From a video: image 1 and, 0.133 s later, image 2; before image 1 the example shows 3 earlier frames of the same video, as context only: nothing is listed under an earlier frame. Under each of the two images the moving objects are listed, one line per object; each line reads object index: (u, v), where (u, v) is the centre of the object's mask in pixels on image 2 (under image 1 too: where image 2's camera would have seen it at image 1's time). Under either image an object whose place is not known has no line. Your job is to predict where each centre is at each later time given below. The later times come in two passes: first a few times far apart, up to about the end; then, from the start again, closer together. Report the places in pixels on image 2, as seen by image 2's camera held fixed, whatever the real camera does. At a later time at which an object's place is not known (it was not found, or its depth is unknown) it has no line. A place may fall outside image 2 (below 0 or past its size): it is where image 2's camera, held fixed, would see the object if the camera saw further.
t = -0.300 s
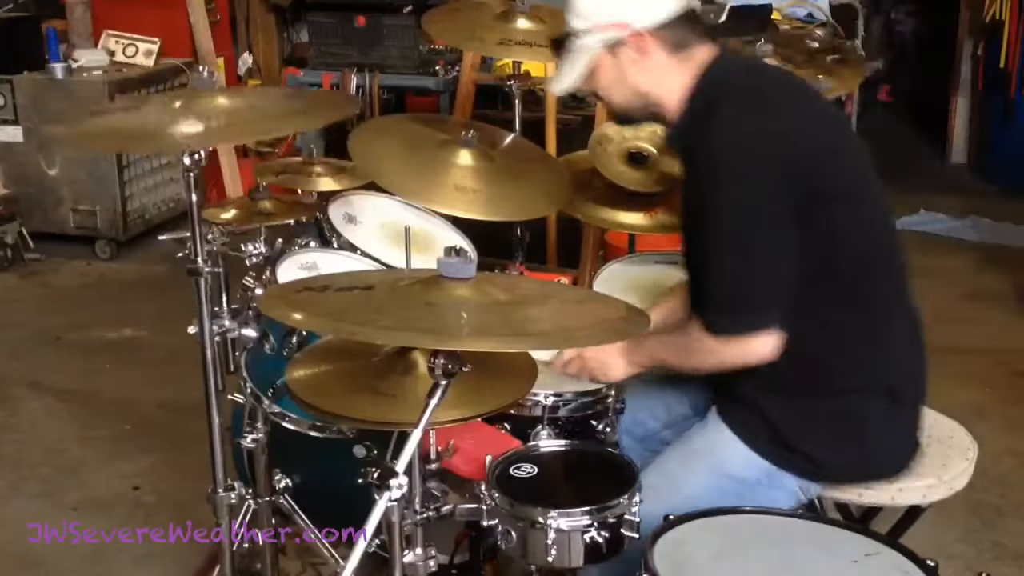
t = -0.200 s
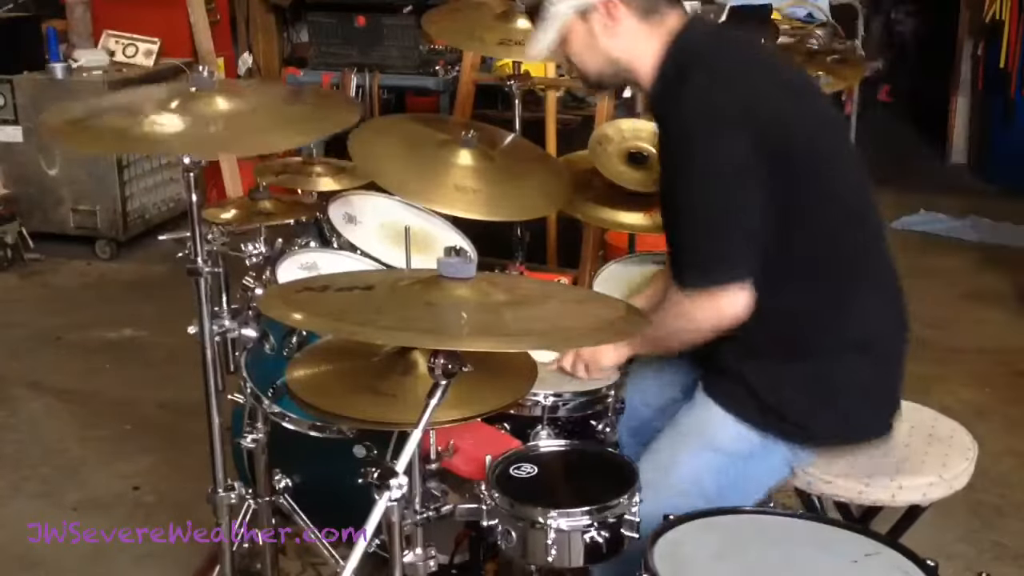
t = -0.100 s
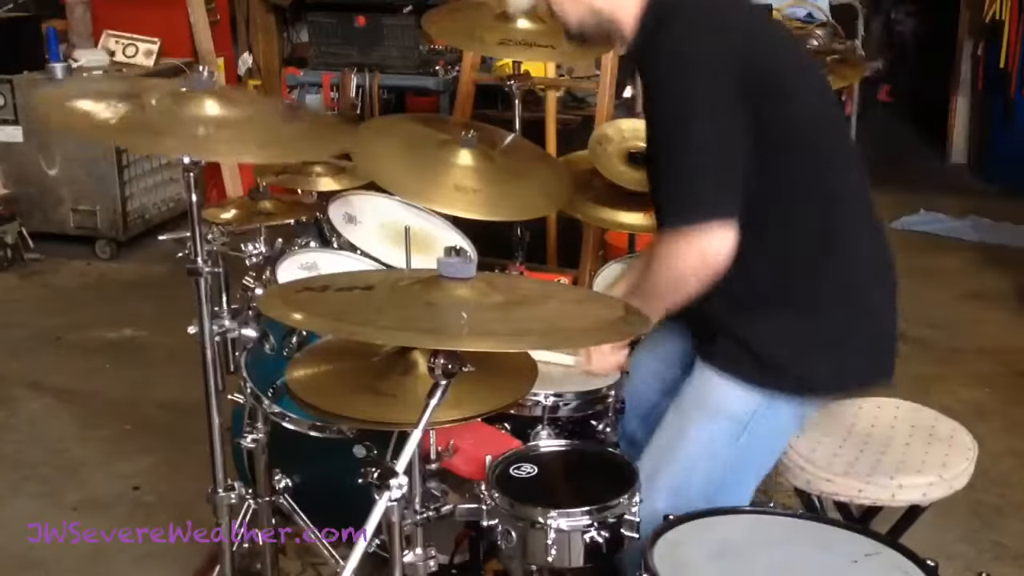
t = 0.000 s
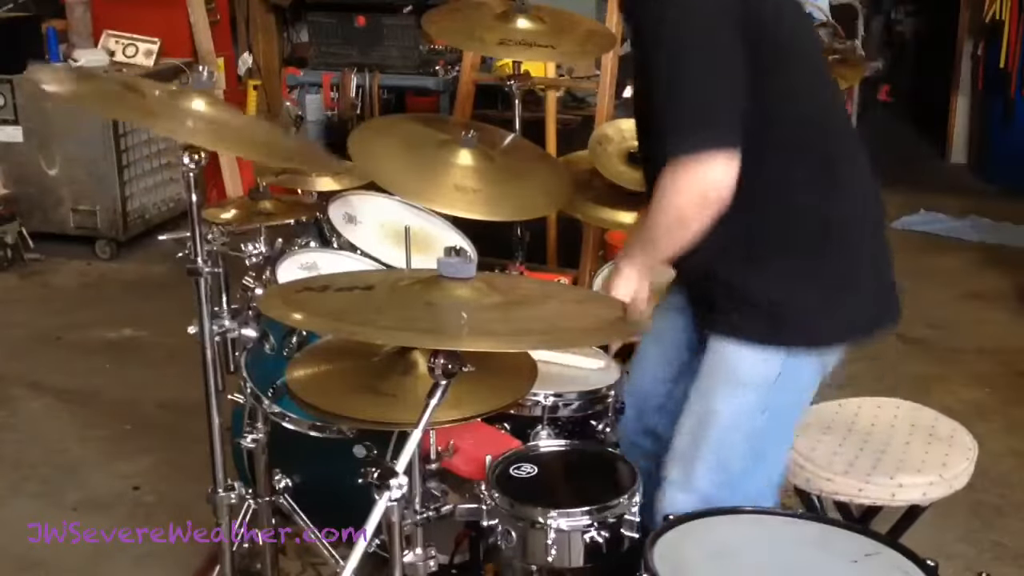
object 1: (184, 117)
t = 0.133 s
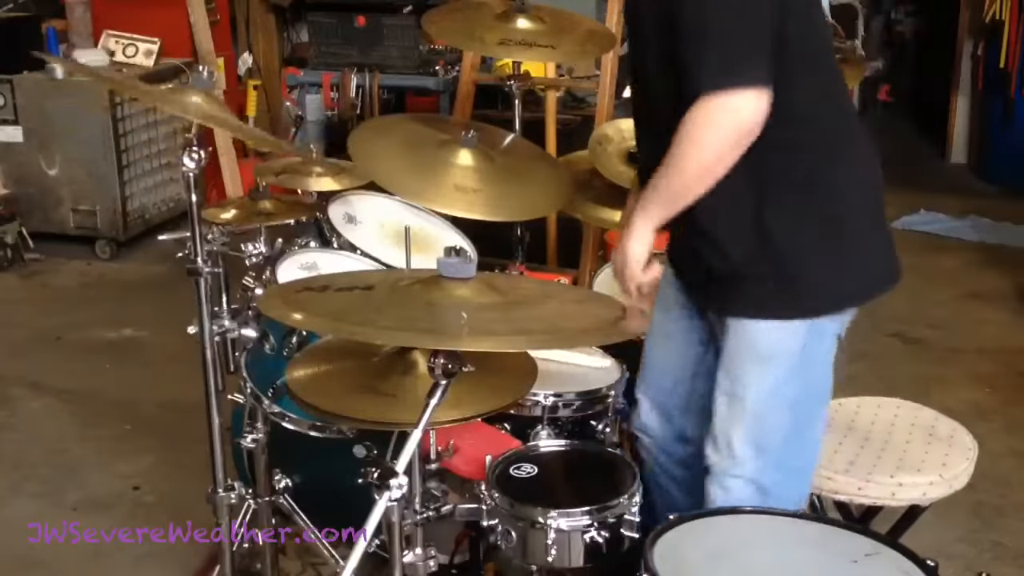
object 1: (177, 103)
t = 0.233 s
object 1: (196, 111)
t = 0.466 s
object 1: (193, 120)
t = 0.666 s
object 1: (187, 119)
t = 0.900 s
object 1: (192, 113)
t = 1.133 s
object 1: (189, 119)
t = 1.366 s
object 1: (187, 117)
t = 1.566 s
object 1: (191, 116)
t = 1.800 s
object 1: (188, 118)
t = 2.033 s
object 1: (189, 117)
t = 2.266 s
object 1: (189, 117)
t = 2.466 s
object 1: (190, 117)
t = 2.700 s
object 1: (189, 117)
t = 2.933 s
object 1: (189, 117)
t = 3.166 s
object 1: (189, 117)
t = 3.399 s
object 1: (188, 117)
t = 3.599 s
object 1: (188, 117)
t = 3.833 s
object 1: (189, 117)
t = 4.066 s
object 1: (188, 117)
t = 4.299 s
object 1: (189, 117)
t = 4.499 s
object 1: (188, 117)
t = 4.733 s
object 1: (189, 117)
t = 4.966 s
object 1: (189, 118)
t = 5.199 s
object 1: (189, 117)
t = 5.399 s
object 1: (189, 117)
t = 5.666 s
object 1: (189, 117)
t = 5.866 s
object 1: (189, 117)
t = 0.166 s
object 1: (180, 104)
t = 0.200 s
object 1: (185, 108)
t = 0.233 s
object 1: (196, 111)
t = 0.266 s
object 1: (188, 113)
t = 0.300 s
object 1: (185, 114)
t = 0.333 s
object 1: (185, 115)
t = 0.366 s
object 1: (194, 120)
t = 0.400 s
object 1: (195, 120)
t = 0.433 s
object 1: (194, 119)
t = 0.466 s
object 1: (193, 120)
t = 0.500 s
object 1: (194, 120)
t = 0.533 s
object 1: (193, 120)
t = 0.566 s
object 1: (192, 120)
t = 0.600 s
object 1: (191, 120)
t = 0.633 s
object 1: (188, 120)
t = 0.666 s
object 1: (187, 119)
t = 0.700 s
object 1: (188, 118)
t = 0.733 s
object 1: (186, 116)
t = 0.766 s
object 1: (188, 114)
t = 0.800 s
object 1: (190, 113)
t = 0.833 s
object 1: (189, 112)
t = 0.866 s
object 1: (189, 112)
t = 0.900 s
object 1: (192, 113)
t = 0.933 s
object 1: (194, 115)
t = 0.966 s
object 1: (193, 116)
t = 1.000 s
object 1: (189, 116)
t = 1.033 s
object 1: (188, 117)
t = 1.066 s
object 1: (189, 118)
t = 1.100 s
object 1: (188, 119)
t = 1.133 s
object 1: (189, 119)
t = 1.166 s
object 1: (189, 119)
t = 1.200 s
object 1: (190, 119)
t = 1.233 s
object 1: (189, 119)
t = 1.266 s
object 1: (189, 119)
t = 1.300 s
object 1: (188, 118)
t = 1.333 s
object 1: (188, 118)
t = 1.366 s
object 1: (187, 117)
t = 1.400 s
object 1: (188, 116)
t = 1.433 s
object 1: (189, 116)
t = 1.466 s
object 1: (190, 116)
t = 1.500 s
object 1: (190, 116)
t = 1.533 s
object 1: (189, 116)
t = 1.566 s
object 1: (191, 116)
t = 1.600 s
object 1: (190, 117)
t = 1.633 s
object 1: (189, 117)
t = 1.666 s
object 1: (189, 117)
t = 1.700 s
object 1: (189, 118)
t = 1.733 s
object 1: (188, 118)
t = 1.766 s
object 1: (188, 118)
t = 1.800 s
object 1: (188, 118)
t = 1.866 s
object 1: (188, 118)
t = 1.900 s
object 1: (189, 117)
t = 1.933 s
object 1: (189, 117)
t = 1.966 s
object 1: (189, 117)
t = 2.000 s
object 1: (189, 117)
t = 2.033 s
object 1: (189, 117)
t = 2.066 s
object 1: (189, 117)
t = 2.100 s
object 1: (189, 117)
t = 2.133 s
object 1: (189, 117)
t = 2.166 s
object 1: (189, 117)
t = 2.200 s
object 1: (189, 117)
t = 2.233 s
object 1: (189, 117)
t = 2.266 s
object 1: (189, 117)
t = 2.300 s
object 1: (189, 118)
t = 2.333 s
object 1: (189, 117)
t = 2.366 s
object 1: (189, 118)
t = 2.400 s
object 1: (189, 117)
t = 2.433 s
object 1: (189, 117)
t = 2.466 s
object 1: (190, 117)
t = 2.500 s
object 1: (189, 117)
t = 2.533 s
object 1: (189, 117)
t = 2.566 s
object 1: (189, 117)
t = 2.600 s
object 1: (189, 117)
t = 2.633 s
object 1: (189, 117)
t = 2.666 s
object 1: (189, 117)
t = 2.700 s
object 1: (189, 117)
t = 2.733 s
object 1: (189, 117)
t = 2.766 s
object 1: (189, 117)
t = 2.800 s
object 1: (189, 117)
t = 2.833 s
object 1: (189, 117)
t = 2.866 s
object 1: (189, 117)
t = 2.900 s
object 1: (189, 117)
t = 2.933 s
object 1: (189, 117)
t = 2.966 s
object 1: (189, 117)
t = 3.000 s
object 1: (189, 117)
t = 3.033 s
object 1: (189, 117)
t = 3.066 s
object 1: (189, 117)
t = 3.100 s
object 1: (189, 117)
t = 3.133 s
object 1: (189, 117)
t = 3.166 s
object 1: (189, 117)
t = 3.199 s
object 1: (188, 117)
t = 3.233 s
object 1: (188, 117)
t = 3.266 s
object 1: (189, 117)
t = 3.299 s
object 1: (189, 117)
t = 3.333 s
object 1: (189, 117)
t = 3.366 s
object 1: (189, 117)
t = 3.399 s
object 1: (188, 117)
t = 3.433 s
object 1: (188, 117)
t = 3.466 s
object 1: (188, 117)
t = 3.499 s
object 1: (188, 117)
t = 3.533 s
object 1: (188, 117)
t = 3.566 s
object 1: (188, 117)
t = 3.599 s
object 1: (188, 117)
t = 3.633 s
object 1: (188, 117)
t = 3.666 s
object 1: (188, 117)
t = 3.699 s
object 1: (189, 117)
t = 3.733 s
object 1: (189, 117)
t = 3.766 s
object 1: (189, 117)
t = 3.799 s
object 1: (188, 117)
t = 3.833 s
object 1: (189, 117)
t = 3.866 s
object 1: (189, 117)
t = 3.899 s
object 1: (189, 117)
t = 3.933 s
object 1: (189, 117)
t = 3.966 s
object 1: (189, 117)
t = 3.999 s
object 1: (188, 117)
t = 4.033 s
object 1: (189, 117)
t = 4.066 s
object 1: (188, 117)
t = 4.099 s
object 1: (189, 117)
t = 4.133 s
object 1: (188, 117)
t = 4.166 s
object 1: (188, 117)
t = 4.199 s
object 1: (189, 117)
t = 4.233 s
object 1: (189, 117)
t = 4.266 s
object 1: (189, 117)
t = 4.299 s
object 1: (189, 117)
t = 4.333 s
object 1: (189, 117)
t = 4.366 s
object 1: (189, 117)
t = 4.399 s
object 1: (189, 117)
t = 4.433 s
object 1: (189, 117)
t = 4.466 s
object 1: (188, 117)
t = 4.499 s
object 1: (188, 117)
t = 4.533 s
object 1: (189, 117)
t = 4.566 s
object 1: (189, 117)
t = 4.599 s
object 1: (189, 118)
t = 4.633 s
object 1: (189, 117)
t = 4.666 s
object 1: (189, 117)
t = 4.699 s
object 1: (189, 117)
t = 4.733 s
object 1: (189, 117)
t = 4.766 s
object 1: (189, 117)
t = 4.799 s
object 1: (189, 117)
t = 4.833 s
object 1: (189, 117)
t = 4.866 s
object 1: (189, 117)
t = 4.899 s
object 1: (189, 117)
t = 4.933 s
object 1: (189, 117)
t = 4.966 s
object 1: (189, 118)
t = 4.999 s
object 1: (189, 117)
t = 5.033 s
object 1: (189, 117)
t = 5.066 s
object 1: (189, 117)
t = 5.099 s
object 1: (189, 117)
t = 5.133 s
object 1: (189, 117)
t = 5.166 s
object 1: (189, 117)
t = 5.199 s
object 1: (189, 117)
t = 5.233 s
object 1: (189, 117)
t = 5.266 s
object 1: (189, 117)
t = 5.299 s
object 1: (189, 117)
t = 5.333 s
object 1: (189, 117)
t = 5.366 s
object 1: (189, 117)
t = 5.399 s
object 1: (189, 117)
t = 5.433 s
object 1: (189, 117)
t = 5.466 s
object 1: (189, 117)
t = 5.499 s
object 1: (189, 117)
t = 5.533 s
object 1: (189, 117)
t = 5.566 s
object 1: (189, 117)
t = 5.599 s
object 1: (189, 117)
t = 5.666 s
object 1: (189, 117)
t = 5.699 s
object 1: (189, 117)
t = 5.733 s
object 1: (189, 117)
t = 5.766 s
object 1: (189, 117)
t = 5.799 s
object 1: (189, 117)
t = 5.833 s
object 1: (189, 117)
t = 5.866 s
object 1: (189, 117)
